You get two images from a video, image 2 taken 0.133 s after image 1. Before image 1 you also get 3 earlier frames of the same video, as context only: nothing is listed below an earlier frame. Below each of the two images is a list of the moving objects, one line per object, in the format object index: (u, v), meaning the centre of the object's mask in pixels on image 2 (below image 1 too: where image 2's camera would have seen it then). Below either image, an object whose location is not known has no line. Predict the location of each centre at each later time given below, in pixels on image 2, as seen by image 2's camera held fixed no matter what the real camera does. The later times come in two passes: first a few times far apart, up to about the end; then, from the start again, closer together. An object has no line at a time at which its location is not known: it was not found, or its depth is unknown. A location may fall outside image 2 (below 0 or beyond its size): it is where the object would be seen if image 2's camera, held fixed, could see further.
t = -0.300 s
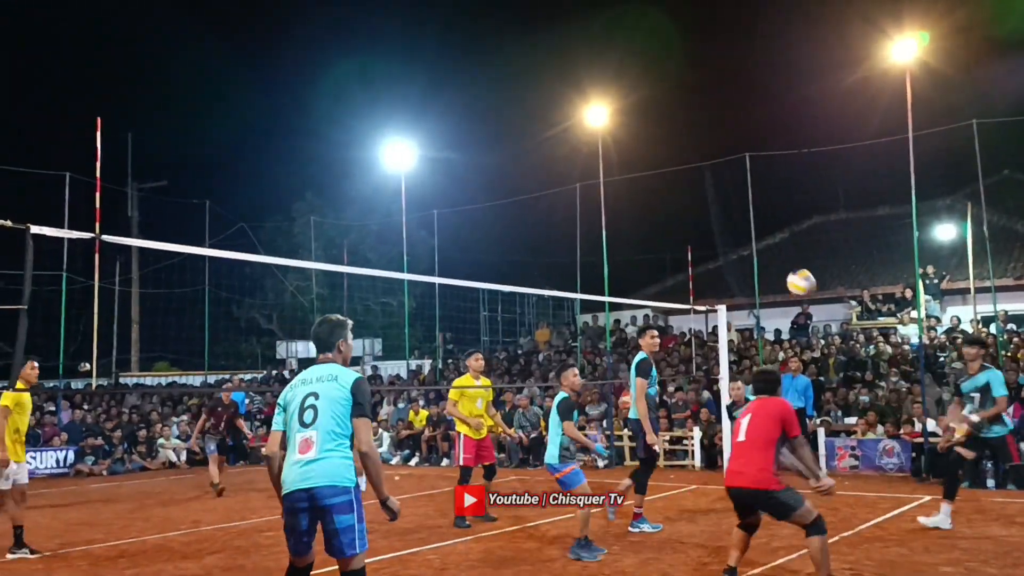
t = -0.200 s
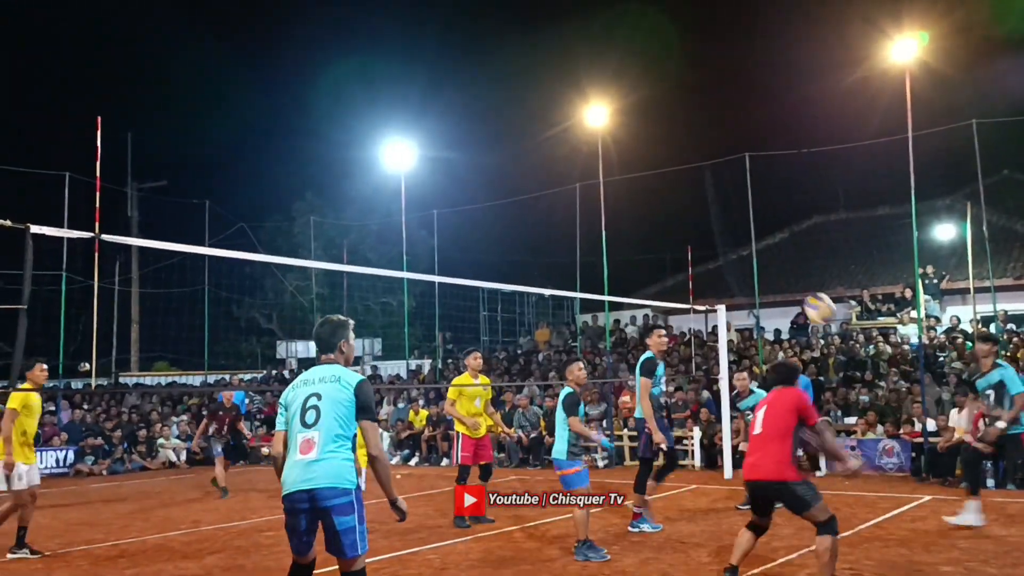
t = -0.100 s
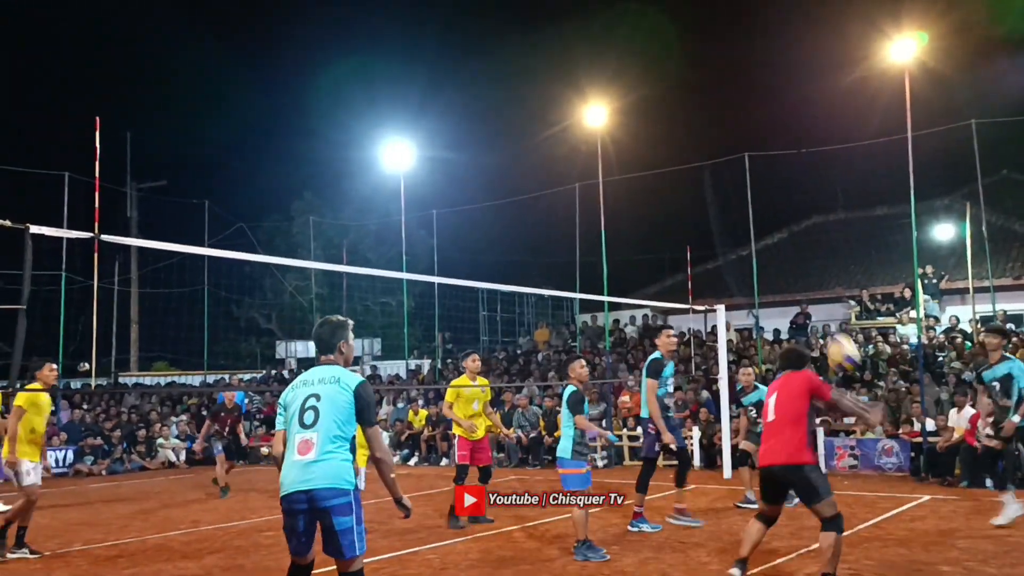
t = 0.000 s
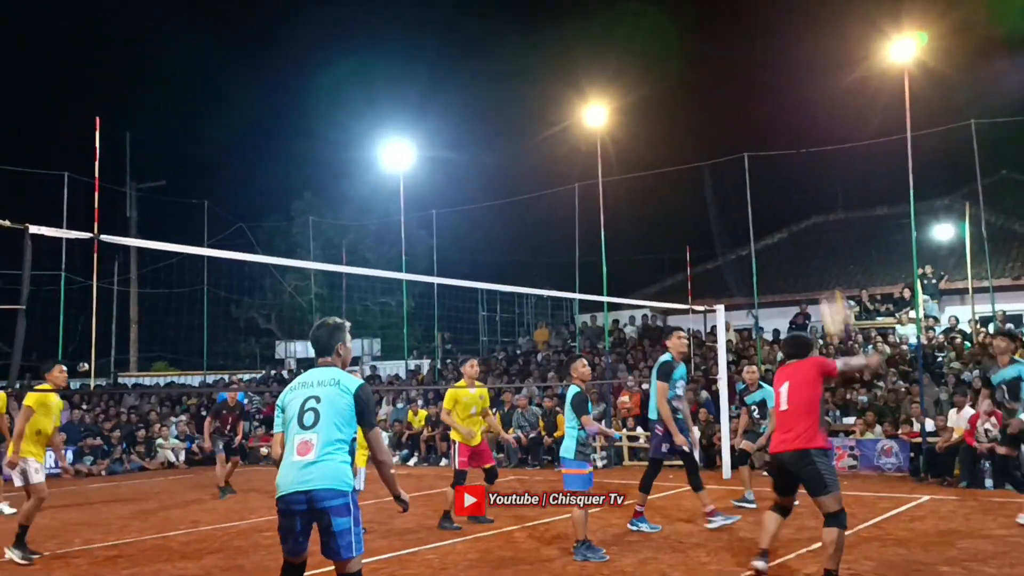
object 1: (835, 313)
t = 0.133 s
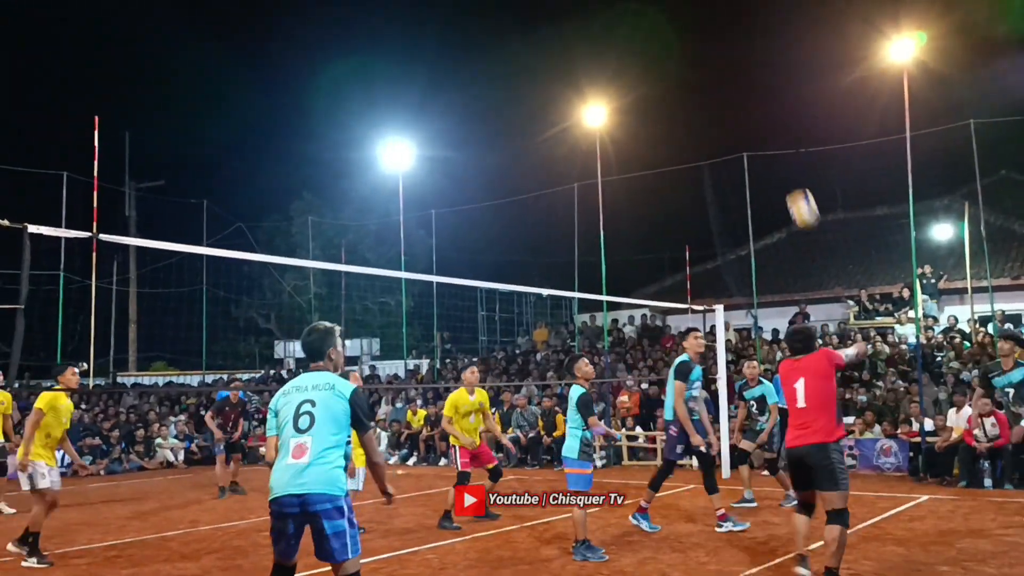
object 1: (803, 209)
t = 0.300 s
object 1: (771, 123)
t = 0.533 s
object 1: (738, 70)
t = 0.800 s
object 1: (709, 83)
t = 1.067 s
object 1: (687, 154)
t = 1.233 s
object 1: (676, 221)
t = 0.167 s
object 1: (795, 187)
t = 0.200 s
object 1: (789, 169)
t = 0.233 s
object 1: (783, 152)
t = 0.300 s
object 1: (771, 123)
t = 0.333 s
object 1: (766, 111)
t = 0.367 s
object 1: (761, 100)
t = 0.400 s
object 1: (755, 91)
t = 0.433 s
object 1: (751, 84)
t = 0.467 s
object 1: (746, 78)
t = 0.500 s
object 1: (742, 74)
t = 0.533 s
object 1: (738, 70)
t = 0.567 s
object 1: (734, 68)
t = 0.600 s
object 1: (730, 67)
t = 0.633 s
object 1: (726, 67)
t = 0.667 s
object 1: (723, 68)
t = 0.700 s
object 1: (719, 71)
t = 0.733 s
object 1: (716, 74)
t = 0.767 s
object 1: (713, 78)
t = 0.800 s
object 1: (709, 83)
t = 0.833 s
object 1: (707, 89)
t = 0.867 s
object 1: (704, 96)
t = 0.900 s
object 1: (700, 104)
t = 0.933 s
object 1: (698, 112)
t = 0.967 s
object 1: (695, 121)
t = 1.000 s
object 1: (692, 131)
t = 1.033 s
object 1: (689, 142)
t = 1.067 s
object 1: (687, 154)
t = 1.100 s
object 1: (685, 166)
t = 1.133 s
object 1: (683, 179)
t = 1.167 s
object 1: (681, 192)
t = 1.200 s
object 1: (679, 206)
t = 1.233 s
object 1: (676, 221)
